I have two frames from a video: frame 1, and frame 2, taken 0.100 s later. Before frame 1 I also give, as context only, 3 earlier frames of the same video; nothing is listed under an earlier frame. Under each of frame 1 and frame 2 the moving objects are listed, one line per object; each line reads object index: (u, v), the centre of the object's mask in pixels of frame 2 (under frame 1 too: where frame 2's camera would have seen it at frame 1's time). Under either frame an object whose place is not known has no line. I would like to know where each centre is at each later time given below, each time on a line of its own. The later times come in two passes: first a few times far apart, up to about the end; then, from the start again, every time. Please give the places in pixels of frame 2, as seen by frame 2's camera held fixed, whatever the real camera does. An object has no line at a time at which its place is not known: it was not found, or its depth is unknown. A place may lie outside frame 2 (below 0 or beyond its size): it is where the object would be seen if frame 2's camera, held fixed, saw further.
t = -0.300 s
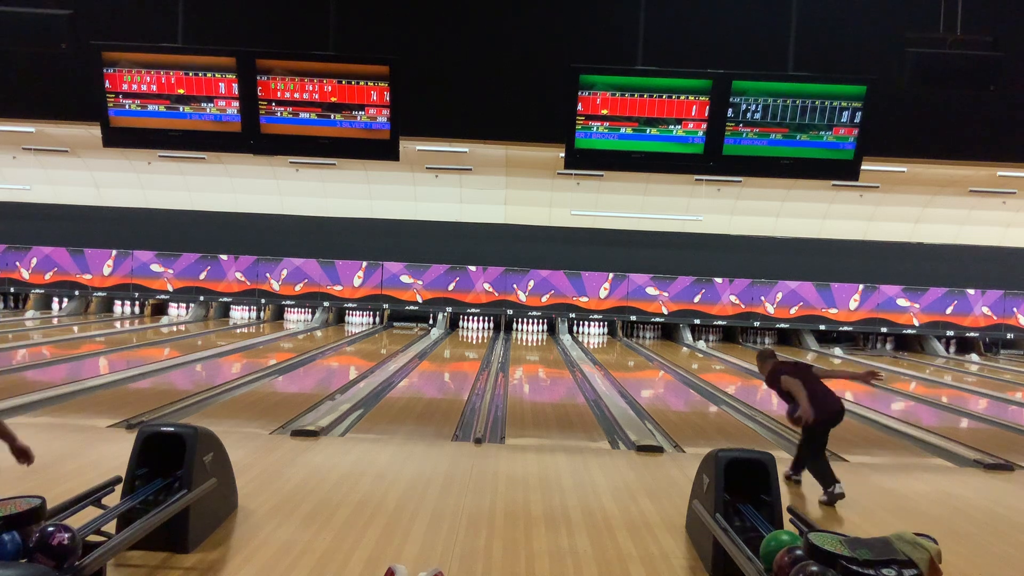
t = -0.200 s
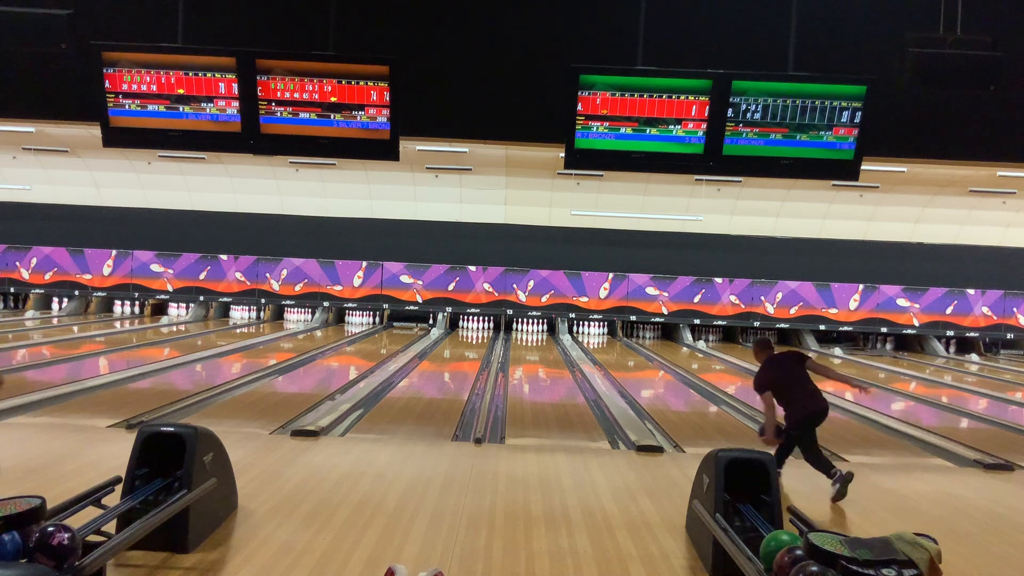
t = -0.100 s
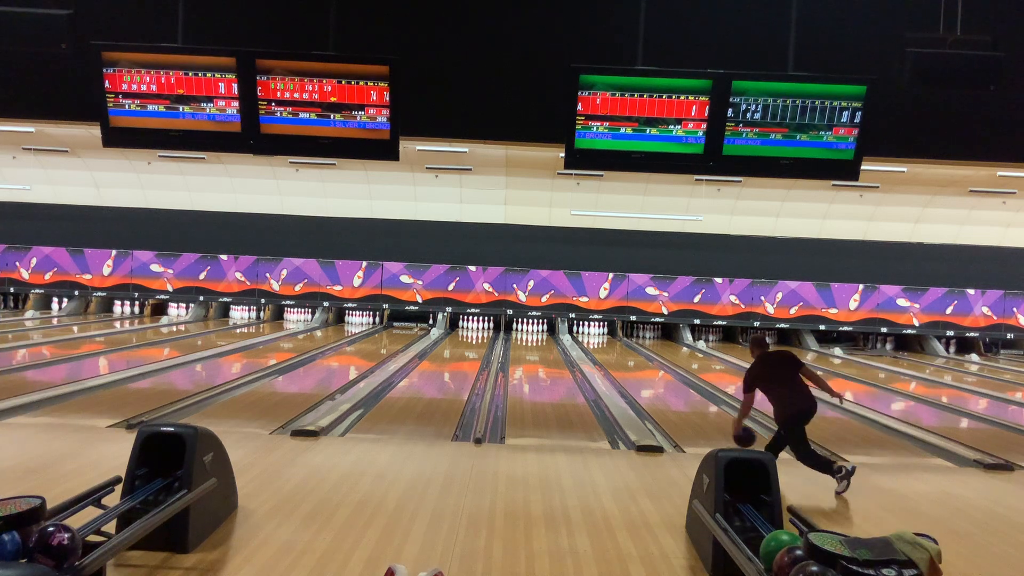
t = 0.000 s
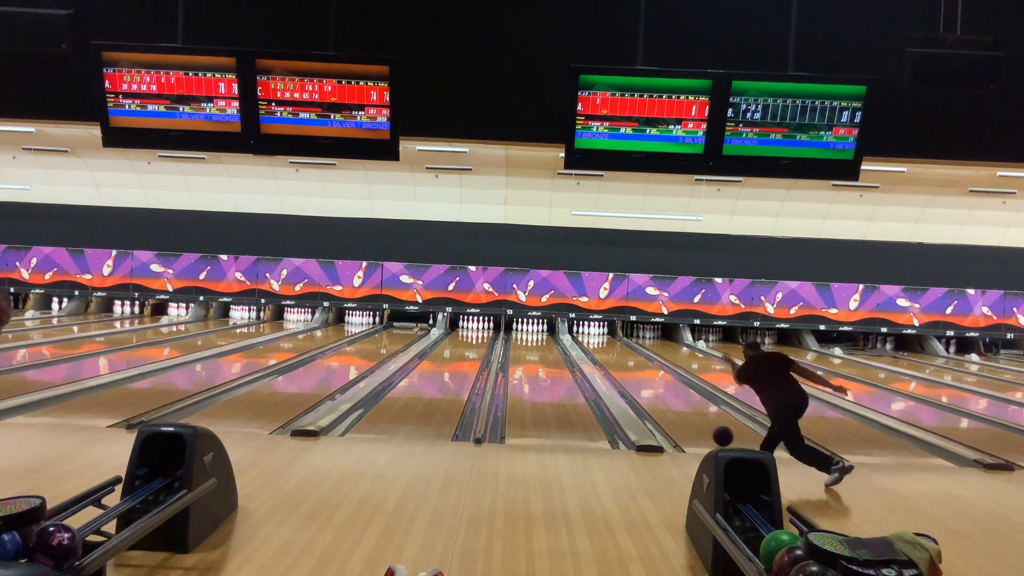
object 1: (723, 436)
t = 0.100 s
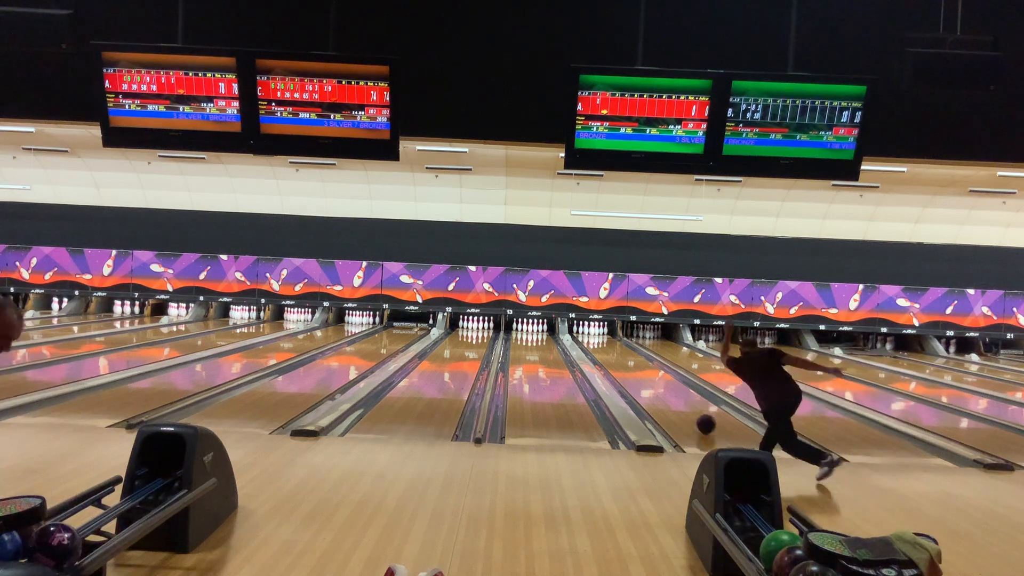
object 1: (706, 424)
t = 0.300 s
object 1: (679, 404)
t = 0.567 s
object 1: (653, 385)
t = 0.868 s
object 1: (633, 369)
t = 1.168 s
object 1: (618, 357)
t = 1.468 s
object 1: (608, 349)
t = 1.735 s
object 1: (600, 342)
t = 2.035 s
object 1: (595, 336)
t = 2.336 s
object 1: (593, 332)
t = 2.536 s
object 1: (591, 331)
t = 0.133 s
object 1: (700, 420)
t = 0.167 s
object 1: (696, 417)
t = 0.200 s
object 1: (691, 413)
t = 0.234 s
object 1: (687, 410)
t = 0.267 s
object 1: (683, 407)
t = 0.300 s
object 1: (679, 404)
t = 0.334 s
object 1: (675, 401)
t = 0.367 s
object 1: (672, 398)
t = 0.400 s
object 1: (668, 396)
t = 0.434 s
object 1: (665, 394)
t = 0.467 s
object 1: (661, 391)
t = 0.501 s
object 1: (659, 389)
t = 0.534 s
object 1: (656, 387)
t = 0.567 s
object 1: (653, 385)
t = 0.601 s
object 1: (651, 383)
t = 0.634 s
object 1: (648, 381)
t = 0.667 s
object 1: (646, 379)
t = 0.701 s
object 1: (644, 378)
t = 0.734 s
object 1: (641, 376)
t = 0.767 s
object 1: (639, 374)
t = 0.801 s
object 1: (637, 372)
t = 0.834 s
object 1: (635, 371)
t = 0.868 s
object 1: (633, 369)
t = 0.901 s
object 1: (631, 368)
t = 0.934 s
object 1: (629, 366)
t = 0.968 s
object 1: (628, 365)
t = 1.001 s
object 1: (626, 364)
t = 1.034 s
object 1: (624, 362)
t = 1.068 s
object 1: (623, 361)
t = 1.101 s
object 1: (621, 360)
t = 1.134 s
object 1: (620, 358)
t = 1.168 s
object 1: (618, 357)
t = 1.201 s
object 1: (617, 356)
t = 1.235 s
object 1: (616, 355)
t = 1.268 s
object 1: (614, 354)
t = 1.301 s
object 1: (613, 353)
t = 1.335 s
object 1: (612, 352)
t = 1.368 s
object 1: (611, 351)
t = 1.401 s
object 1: (610, 350)
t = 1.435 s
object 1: (609, 349)
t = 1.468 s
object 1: (608, 349)
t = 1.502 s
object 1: (606, 348)
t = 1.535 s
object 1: (605, 347)
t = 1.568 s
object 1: (604, 346)
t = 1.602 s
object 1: (604, 345)
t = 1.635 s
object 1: (602, 344)
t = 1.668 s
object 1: (602, 344)
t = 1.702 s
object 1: (601, 343)
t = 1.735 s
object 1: (600, 342)
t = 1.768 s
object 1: (599, 341)
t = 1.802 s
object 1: (599, 340)
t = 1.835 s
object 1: (598, 340)
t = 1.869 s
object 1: (598, 339)
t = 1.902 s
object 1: (597, 338)
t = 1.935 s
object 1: (596, 338)
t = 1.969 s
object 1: (596, 337)
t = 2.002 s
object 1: (595, 337)
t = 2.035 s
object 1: (595, 336)
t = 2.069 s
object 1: (595, 335)
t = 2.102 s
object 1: (594, 335)
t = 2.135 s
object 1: (594, 335)
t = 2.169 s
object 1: (594, 334)
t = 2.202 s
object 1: (594, 334)
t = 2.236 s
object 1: (593, 333)
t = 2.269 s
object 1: (593, 332)
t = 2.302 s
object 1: (594, 332)
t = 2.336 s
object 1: (593, 332)
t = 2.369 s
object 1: (593, 332)
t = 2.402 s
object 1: (594, 331)
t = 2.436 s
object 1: (593, 331)
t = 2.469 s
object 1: (592, 331)
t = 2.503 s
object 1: (592, 330)
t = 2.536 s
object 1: (591, 331)
